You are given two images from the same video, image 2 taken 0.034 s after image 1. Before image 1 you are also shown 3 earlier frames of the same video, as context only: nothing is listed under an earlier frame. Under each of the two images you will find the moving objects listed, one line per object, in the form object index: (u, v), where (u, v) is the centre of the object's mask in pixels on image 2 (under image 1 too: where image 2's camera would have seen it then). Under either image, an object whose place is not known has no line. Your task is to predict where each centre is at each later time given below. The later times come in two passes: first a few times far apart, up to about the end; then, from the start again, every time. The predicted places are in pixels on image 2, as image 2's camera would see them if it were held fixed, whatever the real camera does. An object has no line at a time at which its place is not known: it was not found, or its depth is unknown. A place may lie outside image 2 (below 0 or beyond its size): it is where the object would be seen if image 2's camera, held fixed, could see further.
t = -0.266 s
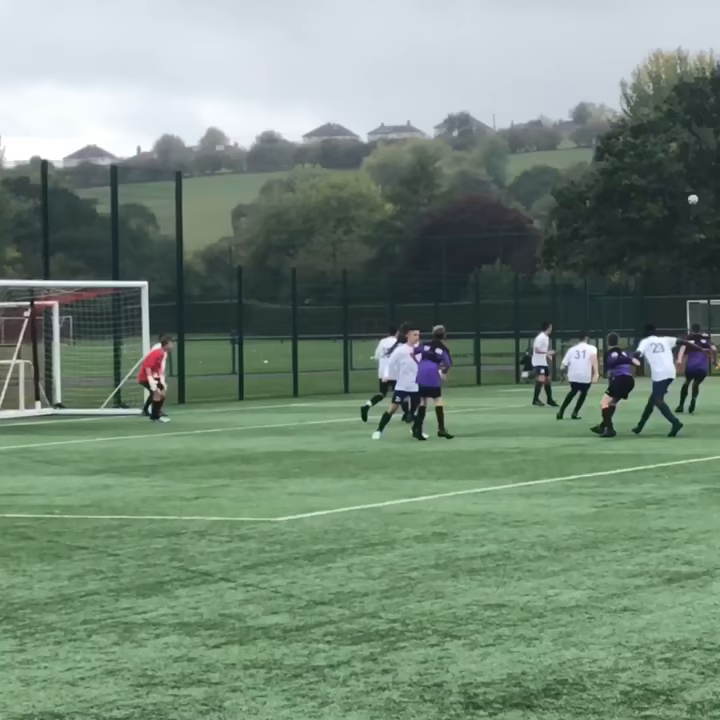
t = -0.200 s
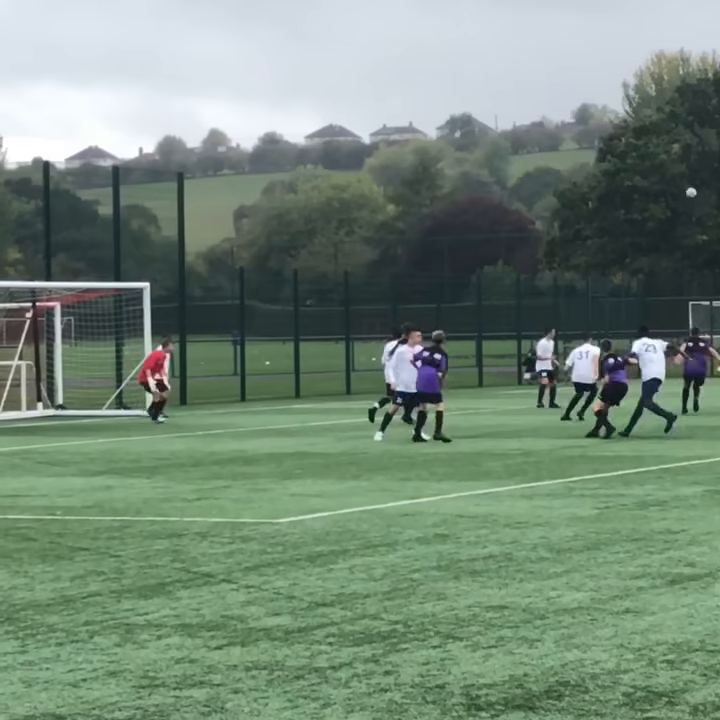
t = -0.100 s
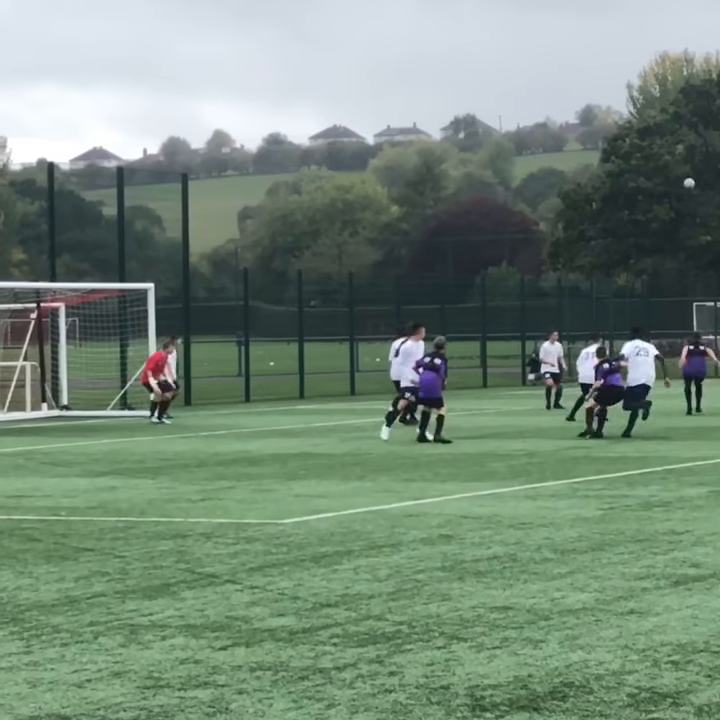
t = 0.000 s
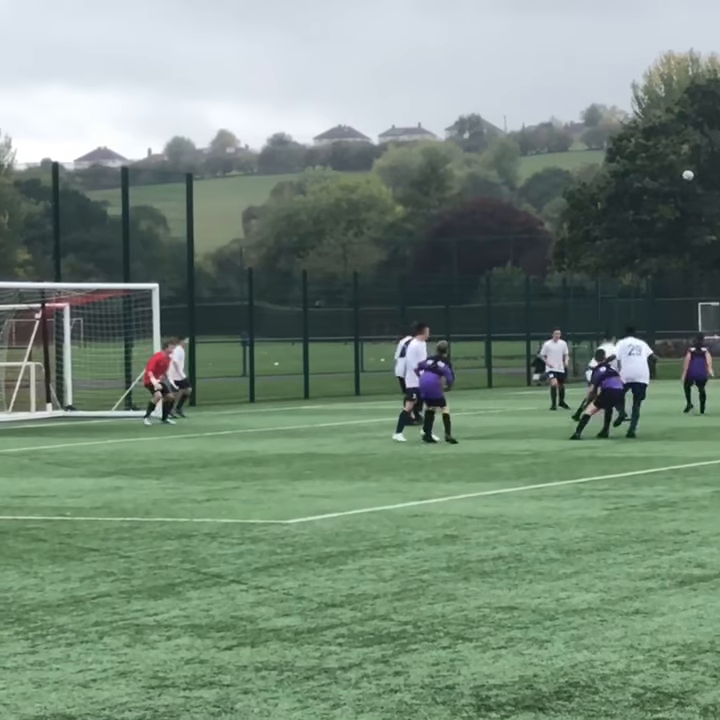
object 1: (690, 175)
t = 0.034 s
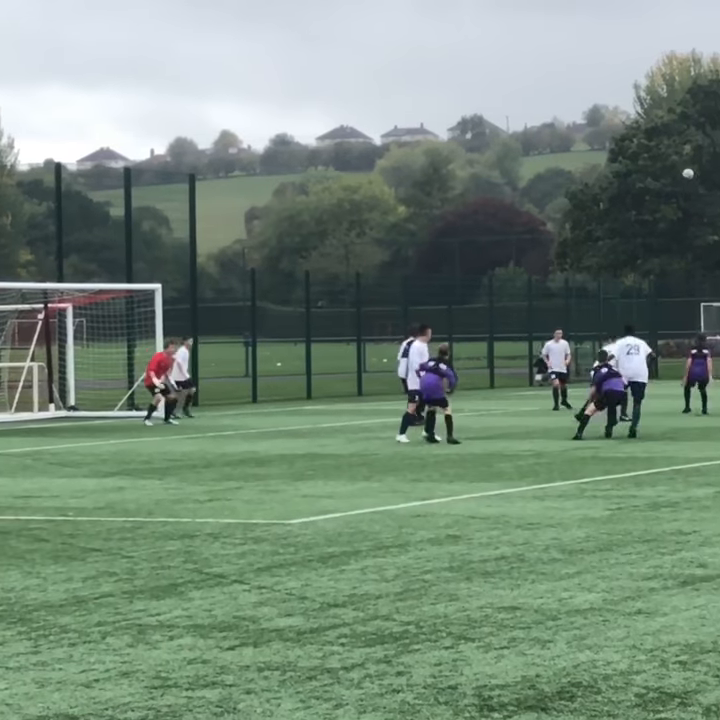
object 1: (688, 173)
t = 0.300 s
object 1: (669, 171)
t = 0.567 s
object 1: (647, 195)
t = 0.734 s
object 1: (633, 225)
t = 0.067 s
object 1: (685, 172)
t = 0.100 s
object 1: (683, 171)
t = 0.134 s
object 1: (681, 170)
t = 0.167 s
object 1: (679, 169)
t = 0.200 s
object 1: (676, 169)
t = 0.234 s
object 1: (674, 169)
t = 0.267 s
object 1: (671, 170)
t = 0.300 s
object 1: (669, 171)
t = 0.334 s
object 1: (666, 172)
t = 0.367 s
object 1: (663, 174)
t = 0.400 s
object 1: (661, 176)
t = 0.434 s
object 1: (658, 179)
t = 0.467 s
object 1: (655, 182)
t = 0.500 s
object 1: (653, 186)
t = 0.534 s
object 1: (650, 190)
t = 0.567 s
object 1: (647, 195)
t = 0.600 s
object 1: (645, 199)
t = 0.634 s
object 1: (642, 205)
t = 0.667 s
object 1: (639, 211)
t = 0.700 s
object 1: (636, 218)
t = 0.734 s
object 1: (633, 225)
